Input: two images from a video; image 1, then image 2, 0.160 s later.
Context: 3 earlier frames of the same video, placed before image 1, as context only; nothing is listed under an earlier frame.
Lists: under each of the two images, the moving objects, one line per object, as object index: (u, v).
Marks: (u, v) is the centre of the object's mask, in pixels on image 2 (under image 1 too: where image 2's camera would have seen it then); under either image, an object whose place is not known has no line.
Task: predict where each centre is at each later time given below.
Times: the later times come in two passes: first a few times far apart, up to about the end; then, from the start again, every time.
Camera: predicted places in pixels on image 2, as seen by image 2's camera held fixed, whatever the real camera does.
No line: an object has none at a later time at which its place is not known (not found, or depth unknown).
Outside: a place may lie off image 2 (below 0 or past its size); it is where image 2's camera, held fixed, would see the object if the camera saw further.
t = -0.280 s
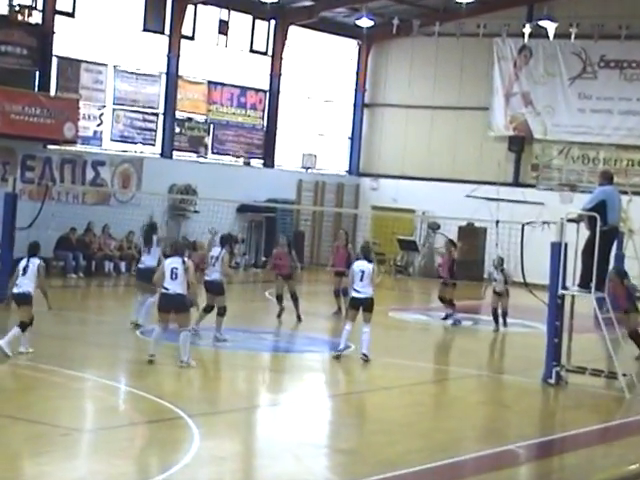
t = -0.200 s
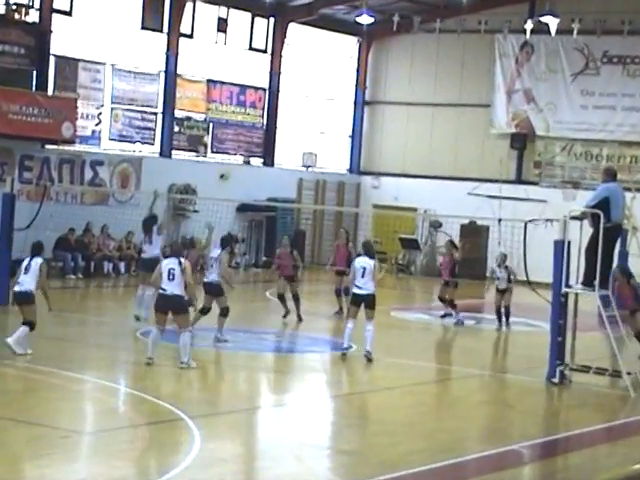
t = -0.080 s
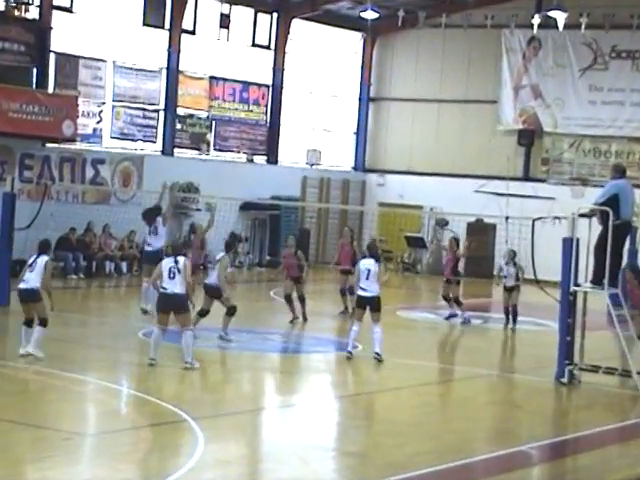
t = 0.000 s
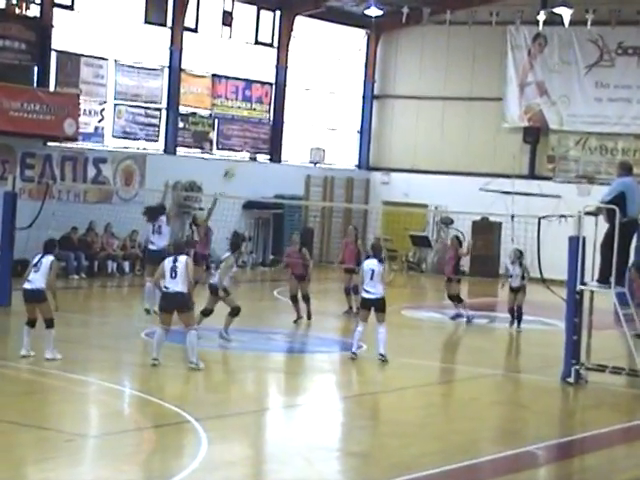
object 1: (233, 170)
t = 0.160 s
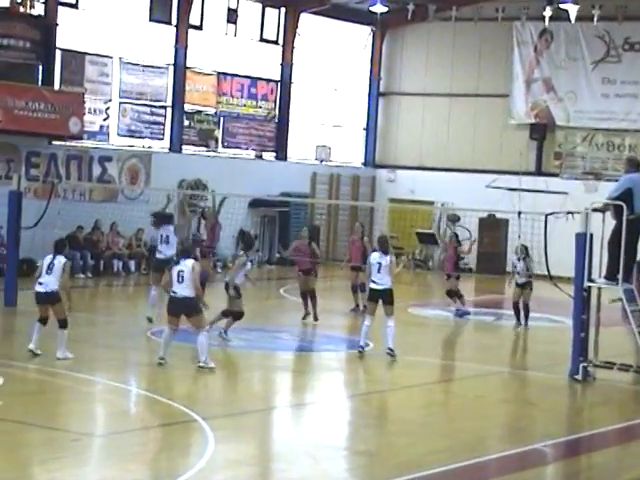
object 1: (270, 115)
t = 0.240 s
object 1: (290, 93)
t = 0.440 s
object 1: (339, 56)
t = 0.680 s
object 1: (389, 44)
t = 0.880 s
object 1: (426, 61)
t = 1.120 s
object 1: (466, 112)
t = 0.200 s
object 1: (282, 102)
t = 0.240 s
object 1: (290, 93)
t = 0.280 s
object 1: (299, 83)
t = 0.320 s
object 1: (310, 74)
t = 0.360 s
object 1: (318, 67)
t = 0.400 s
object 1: (328, 61)
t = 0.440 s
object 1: (339, 56)
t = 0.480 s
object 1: (348, 51)
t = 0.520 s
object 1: (357, 47)
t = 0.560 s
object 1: (366, 45)
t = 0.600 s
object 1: (375, 44)
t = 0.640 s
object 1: (383, 43)
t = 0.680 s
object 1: (389, 44)
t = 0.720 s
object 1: (397, 46)
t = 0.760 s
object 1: (404, 48)
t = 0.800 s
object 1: (413, 51)
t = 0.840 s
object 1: (420, 56)
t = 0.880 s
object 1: (426, 61)
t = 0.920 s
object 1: (432, 67)
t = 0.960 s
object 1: (440, 75)
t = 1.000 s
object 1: (445, 83)
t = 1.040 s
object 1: (452, 90)
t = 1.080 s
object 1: (460, 101)
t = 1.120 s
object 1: (466, 112)
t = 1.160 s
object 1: (472, 123)
